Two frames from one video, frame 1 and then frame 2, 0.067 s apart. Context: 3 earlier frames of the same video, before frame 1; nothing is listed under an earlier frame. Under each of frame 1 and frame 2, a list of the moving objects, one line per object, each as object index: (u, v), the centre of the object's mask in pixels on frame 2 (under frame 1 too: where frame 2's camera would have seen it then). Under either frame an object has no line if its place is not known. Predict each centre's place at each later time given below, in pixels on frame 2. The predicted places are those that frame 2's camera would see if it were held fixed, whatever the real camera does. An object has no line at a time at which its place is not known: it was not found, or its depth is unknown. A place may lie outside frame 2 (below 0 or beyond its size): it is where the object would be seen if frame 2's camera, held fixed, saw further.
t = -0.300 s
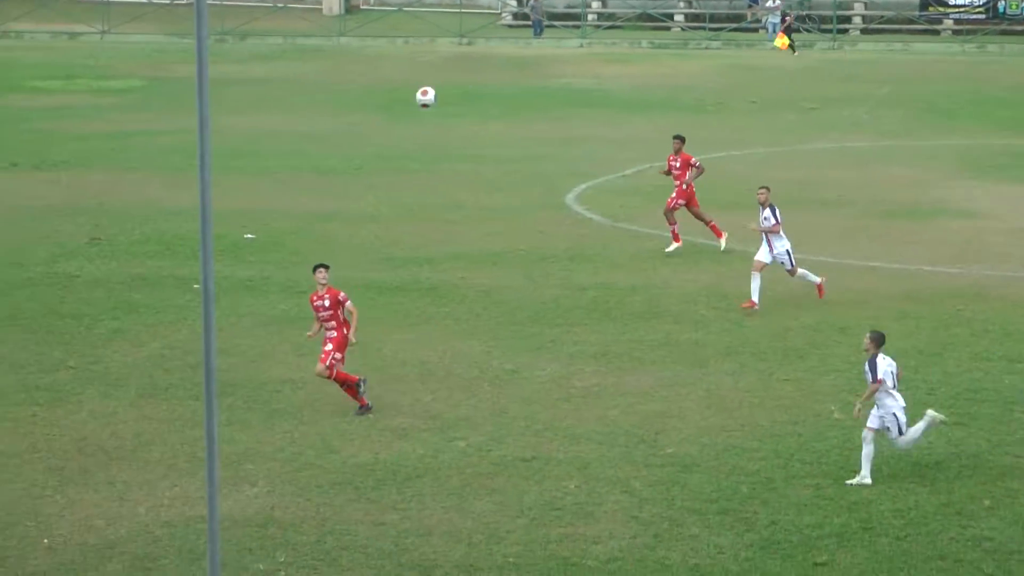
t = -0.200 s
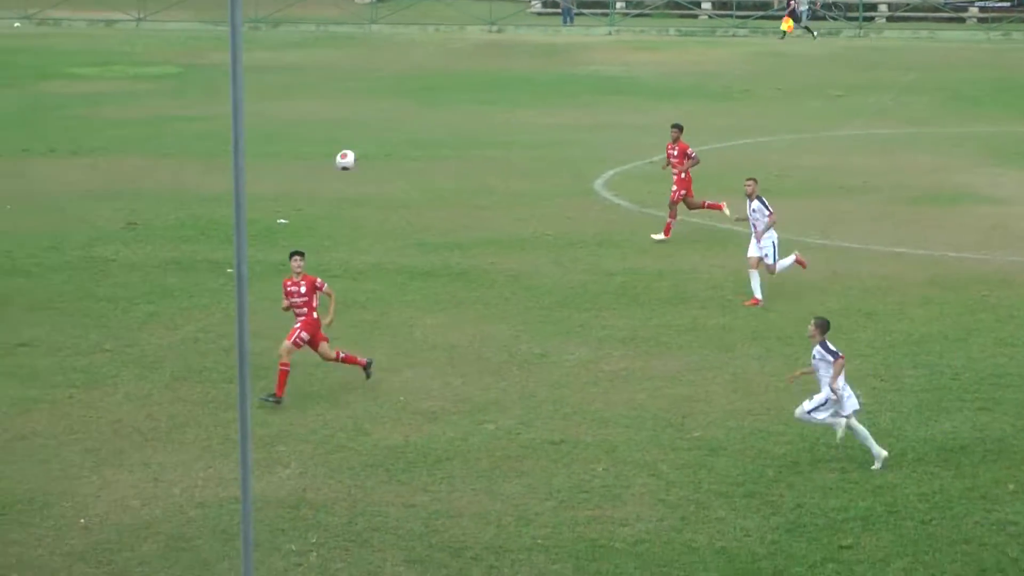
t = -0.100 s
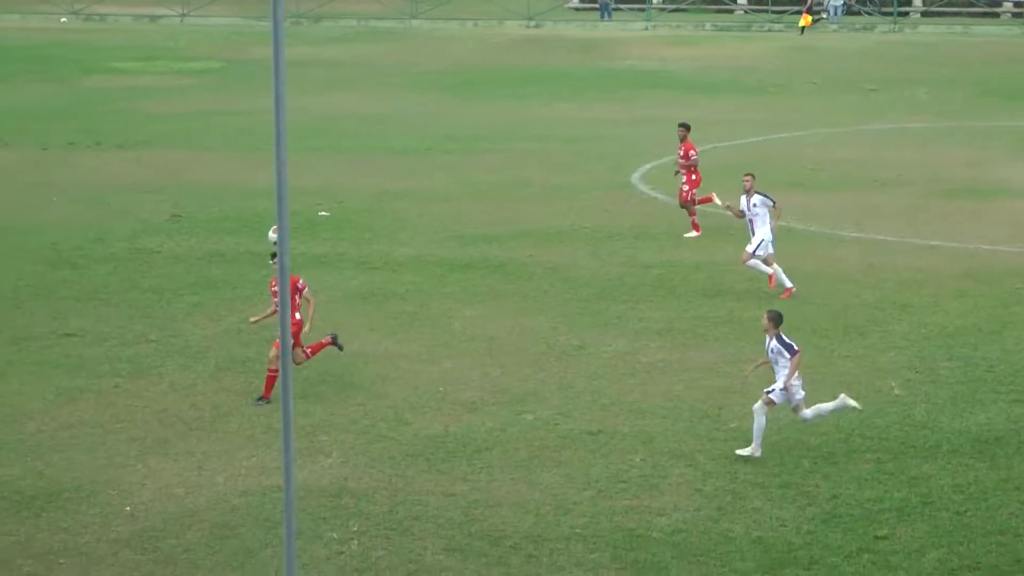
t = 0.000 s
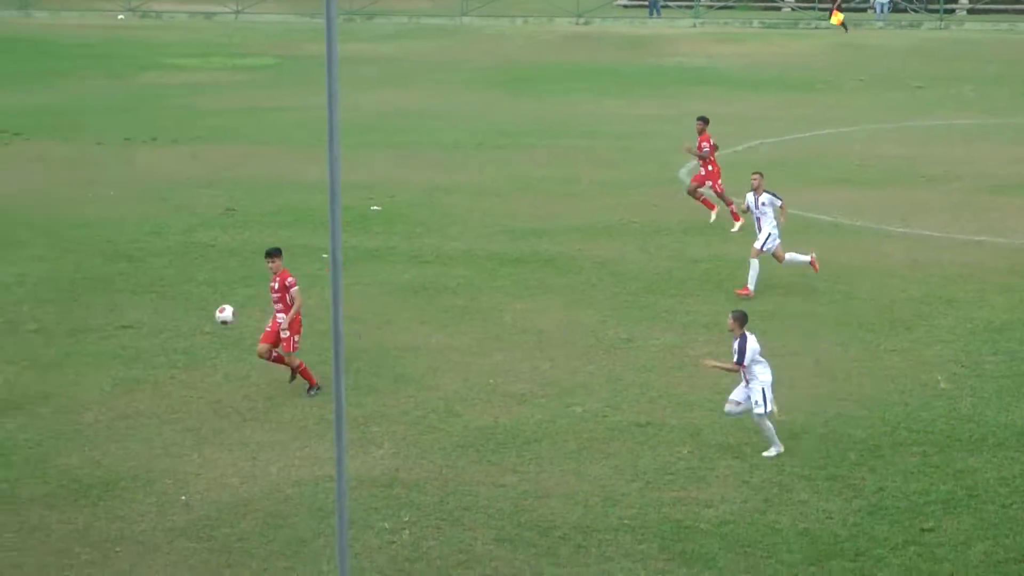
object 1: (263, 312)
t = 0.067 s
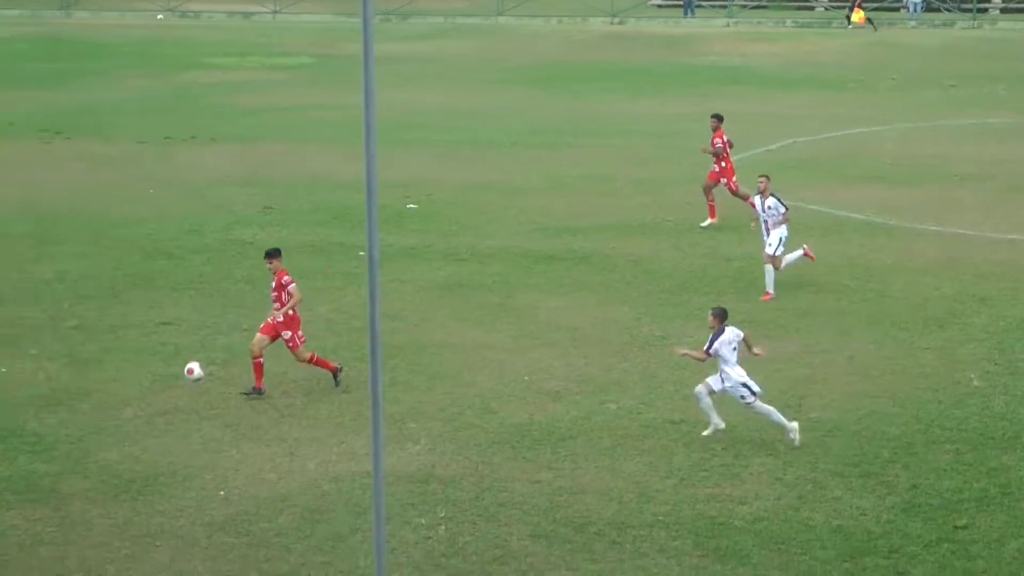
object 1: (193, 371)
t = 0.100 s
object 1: (158, 401)
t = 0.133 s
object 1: (138, 395)
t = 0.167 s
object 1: (125, 377)
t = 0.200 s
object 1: (111, 358)
